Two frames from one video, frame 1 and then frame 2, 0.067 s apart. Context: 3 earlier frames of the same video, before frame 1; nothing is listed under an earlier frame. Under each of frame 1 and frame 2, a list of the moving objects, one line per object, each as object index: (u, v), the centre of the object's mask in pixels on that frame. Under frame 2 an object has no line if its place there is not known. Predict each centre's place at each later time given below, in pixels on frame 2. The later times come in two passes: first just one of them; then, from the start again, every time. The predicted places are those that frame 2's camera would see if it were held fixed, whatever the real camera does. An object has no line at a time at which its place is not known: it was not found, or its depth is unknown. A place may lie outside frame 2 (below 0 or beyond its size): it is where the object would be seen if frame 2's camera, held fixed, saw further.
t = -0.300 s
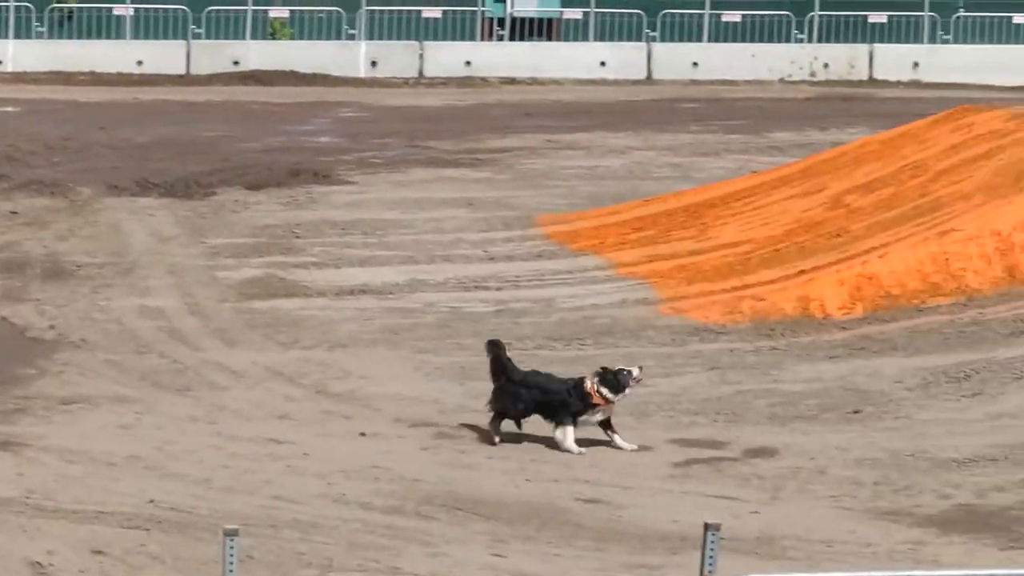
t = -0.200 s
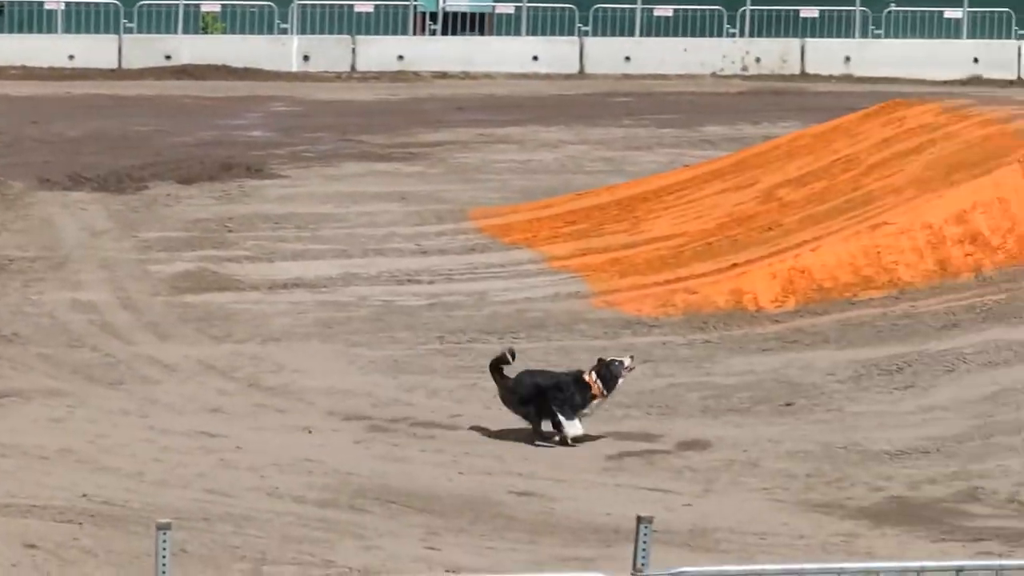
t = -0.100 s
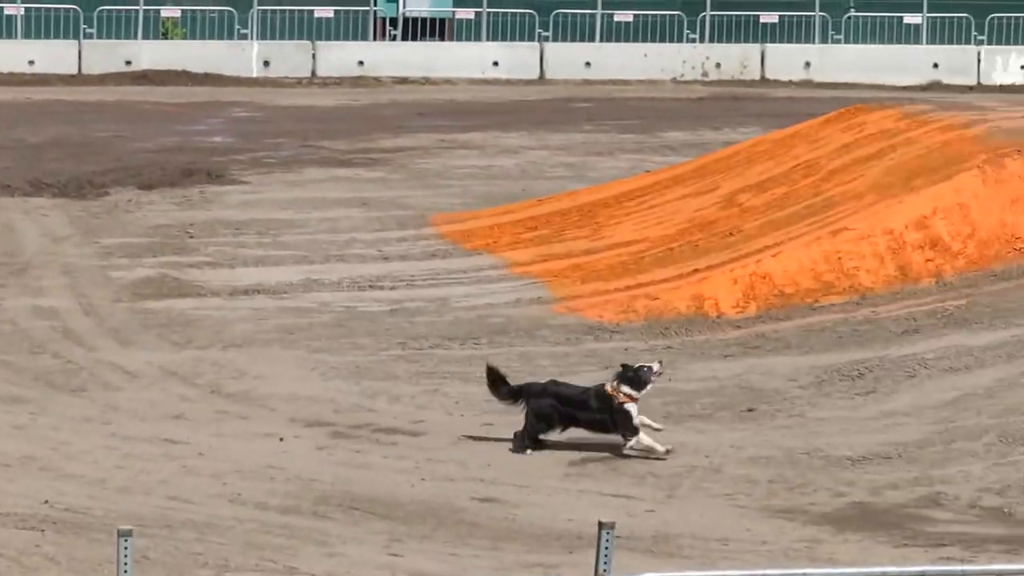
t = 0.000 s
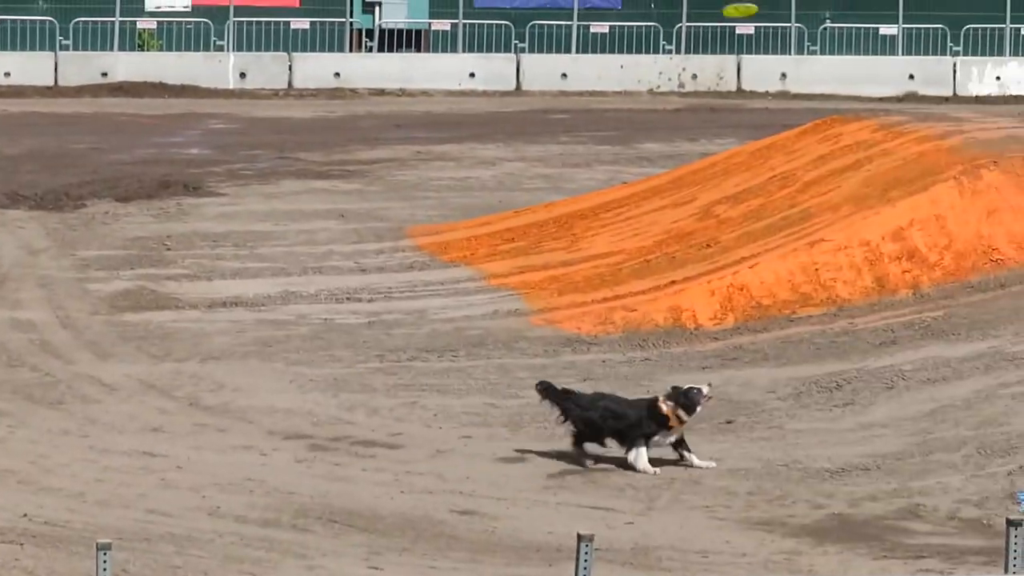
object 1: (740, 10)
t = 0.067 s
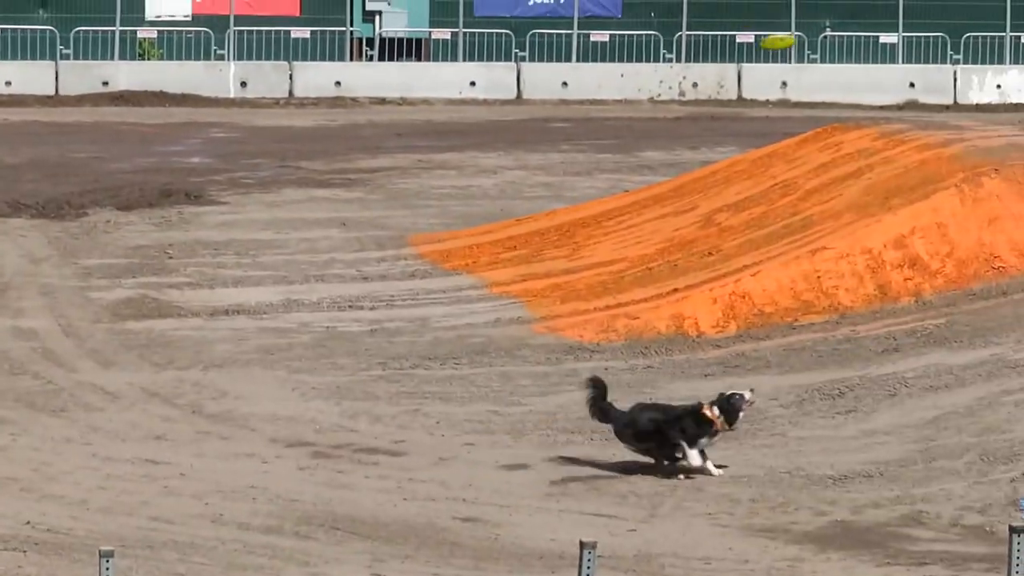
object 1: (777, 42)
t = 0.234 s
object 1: (859, 94)
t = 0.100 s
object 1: (792, 46)
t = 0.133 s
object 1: (810, 52)
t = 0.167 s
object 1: (829, 64)
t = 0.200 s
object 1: (845, 80)
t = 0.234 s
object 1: (859, 94)
